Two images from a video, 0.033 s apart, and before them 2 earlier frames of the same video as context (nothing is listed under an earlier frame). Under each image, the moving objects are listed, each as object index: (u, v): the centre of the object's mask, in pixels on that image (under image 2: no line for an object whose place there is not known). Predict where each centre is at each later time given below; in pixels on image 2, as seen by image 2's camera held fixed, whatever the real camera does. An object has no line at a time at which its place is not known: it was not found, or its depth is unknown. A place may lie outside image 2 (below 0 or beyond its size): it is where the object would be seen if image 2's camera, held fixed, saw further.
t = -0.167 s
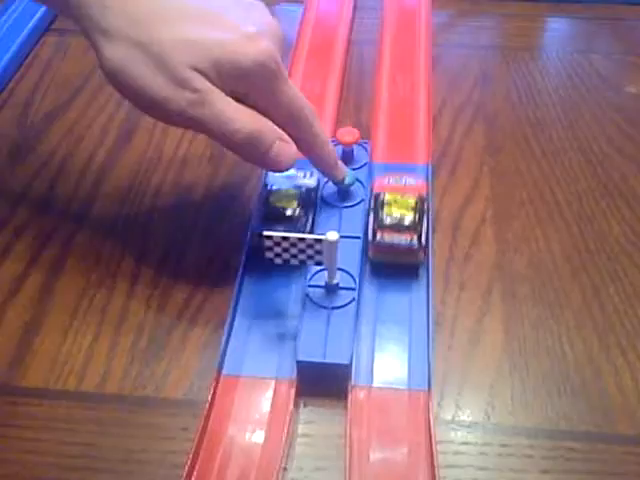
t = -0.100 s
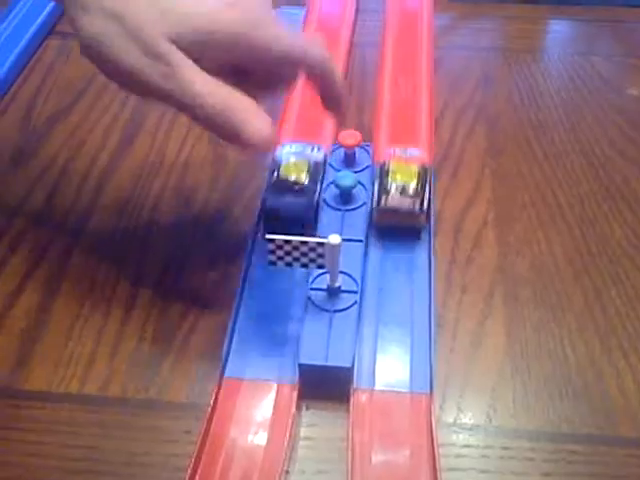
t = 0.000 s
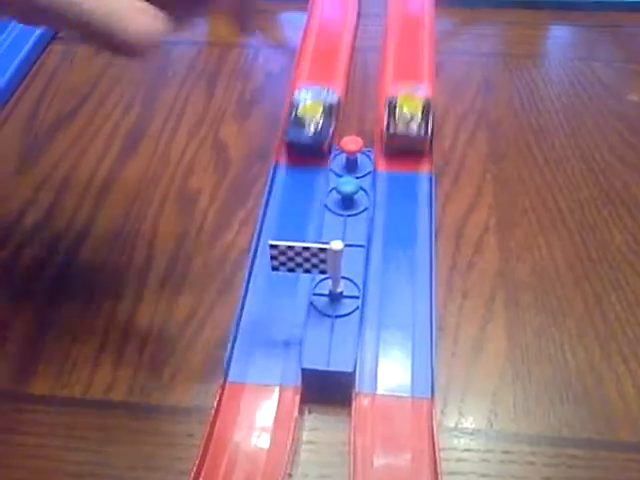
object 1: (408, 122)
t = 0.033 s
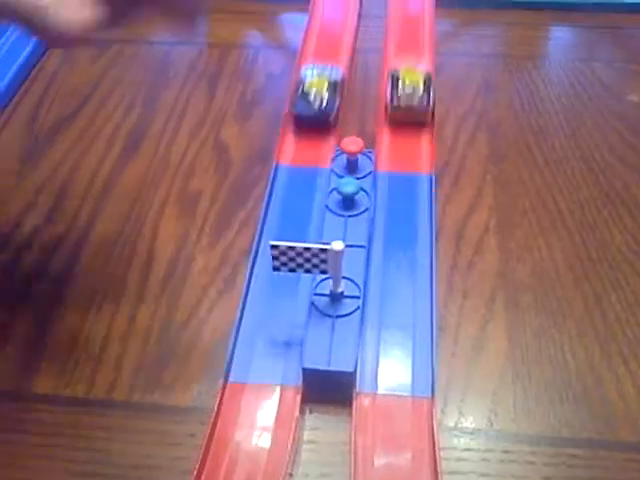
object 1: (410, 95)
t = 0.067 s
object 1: (411, 64)
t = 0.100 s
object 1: (412, 33)
